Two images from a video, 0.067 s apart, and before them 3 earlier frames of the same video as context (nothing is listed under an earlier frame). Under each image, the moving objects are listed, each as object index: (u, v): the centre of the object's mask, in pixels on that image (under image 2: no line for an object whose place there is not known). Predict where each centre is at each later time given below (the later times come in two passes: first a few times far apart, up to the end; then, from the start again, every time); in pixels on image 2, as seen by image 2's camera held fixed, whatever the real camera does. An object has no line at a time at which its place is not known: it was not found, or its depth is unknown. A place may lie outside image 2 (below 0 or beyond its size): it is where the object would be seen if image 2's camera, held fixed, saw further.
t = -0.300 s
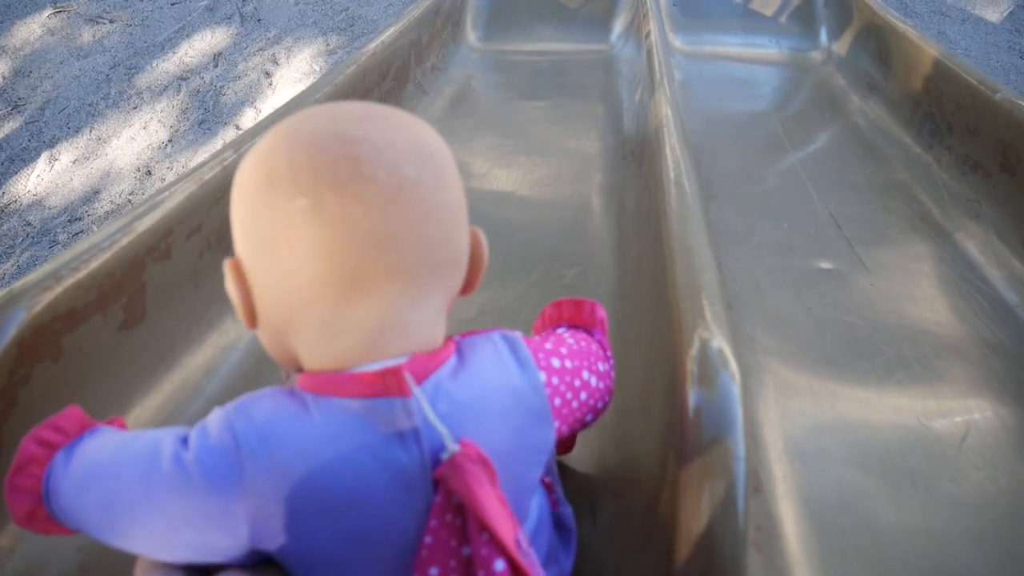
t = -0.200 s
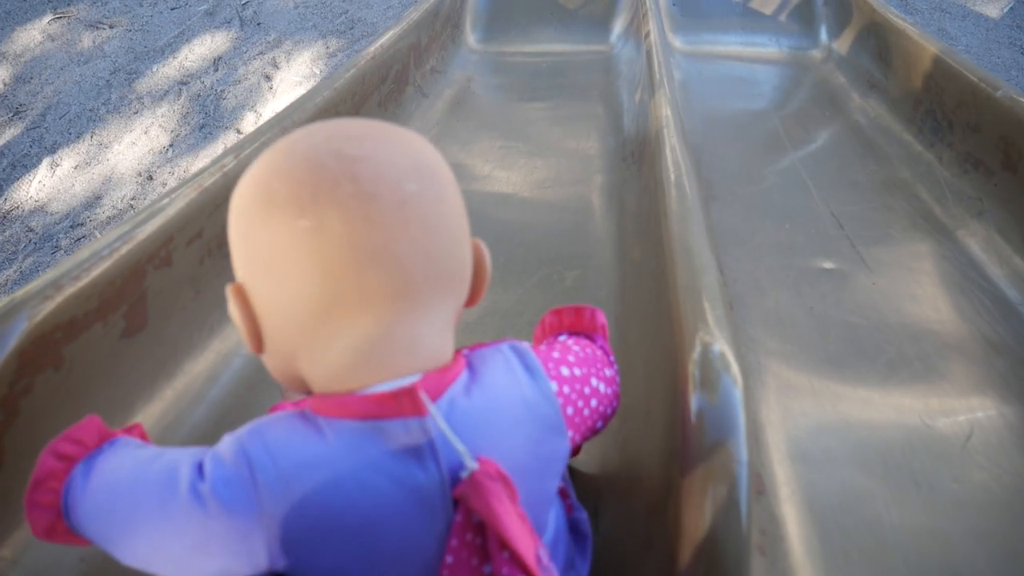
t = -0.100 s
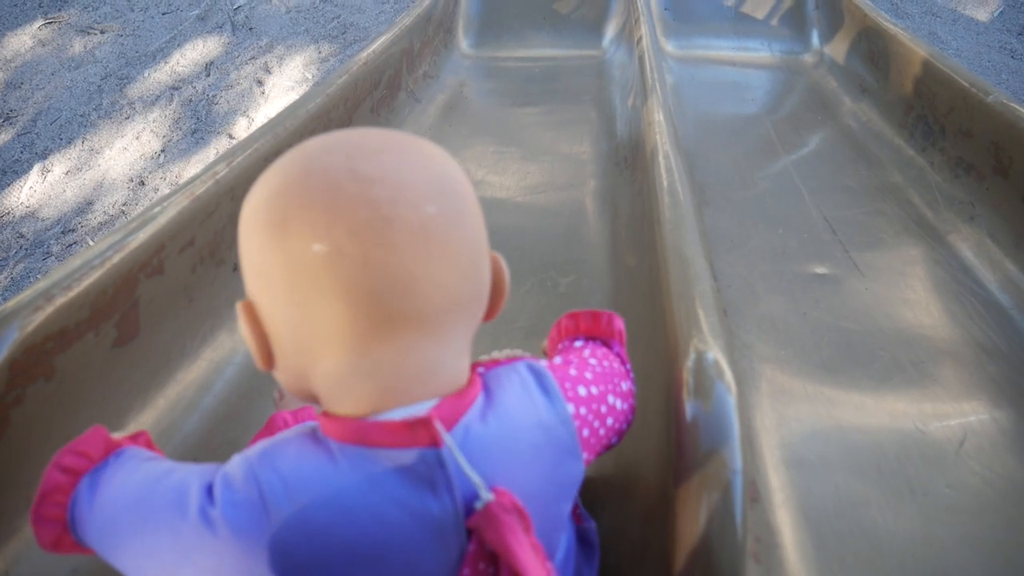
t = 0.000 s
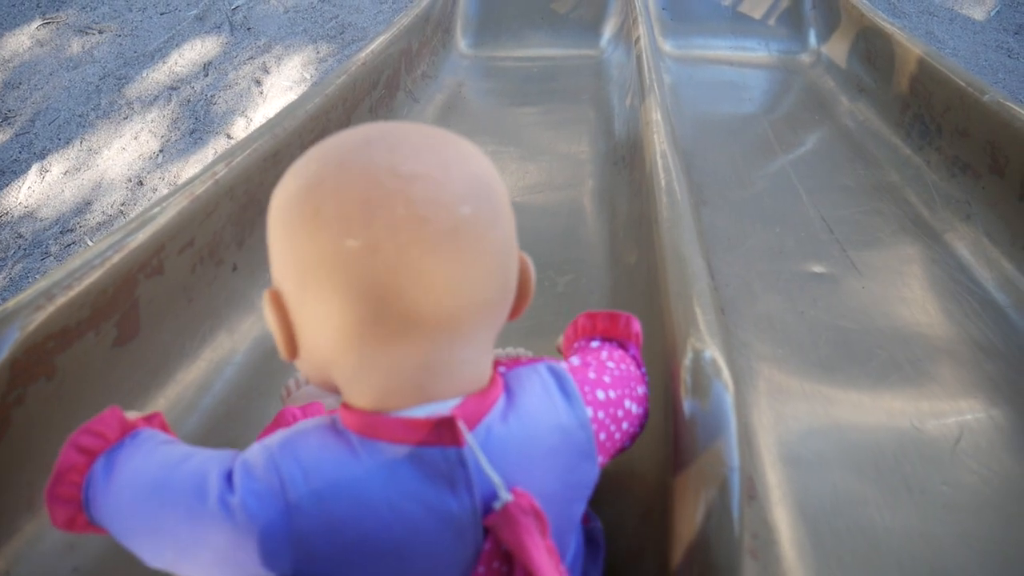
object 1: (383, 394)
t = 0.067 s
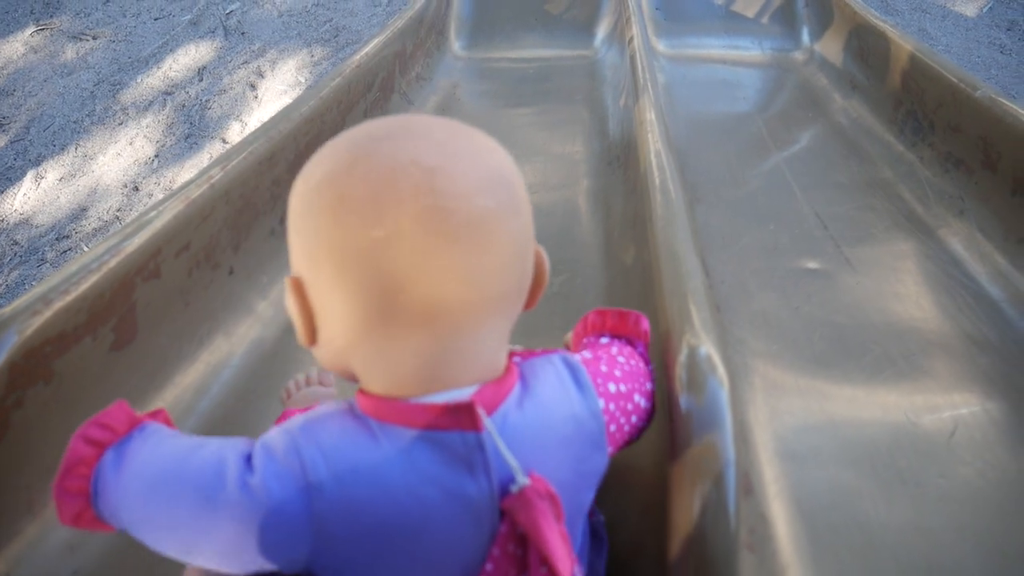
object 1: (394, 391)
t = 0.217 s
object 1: (426, 366)
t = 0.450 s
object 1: (440, 312)
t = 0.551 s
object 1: (445, 243)
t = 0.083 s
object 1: (398, 390)
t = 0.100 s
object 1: (401, 388)
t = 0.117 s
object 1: (405, 385)
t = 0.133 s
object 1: (409, 382)
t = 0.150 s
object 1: (413, 378)
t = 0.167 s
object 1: (417, 375)
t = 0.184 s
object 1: (421, 372)
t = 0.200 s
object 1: (423, 369)
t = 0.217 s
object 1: (426, 366)
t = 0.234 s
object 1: (428, 362)
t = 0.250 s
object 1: (430, 359)
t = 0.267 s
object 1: (432, 356)
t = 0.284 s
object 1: (434, 353)
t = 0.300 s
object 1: (436, 350)
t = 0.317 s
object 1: (439, 348)
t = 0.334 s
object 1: (440, 346)
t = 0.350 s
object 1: (441, 343)
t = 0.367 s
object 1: (441, 341)
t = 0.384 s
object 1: (442, 338)
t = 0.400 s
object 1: (441, 334)
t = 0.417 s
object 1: (440, 329)
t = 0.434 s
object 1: (440, 321)
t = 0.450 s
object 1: (440, 312)
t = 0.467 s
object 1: (439, 301)
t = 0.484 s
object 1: (439, 290)
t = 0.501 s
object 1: (440, 282)
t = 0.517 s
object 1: (441, 272)
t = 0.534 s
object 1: (444, 257)
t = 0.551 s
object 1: (445, 243)
